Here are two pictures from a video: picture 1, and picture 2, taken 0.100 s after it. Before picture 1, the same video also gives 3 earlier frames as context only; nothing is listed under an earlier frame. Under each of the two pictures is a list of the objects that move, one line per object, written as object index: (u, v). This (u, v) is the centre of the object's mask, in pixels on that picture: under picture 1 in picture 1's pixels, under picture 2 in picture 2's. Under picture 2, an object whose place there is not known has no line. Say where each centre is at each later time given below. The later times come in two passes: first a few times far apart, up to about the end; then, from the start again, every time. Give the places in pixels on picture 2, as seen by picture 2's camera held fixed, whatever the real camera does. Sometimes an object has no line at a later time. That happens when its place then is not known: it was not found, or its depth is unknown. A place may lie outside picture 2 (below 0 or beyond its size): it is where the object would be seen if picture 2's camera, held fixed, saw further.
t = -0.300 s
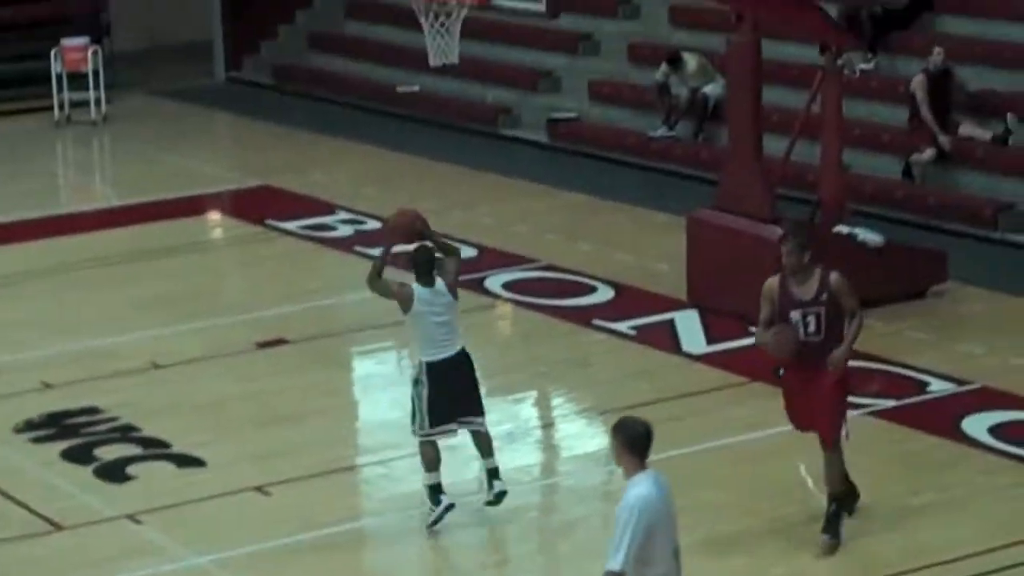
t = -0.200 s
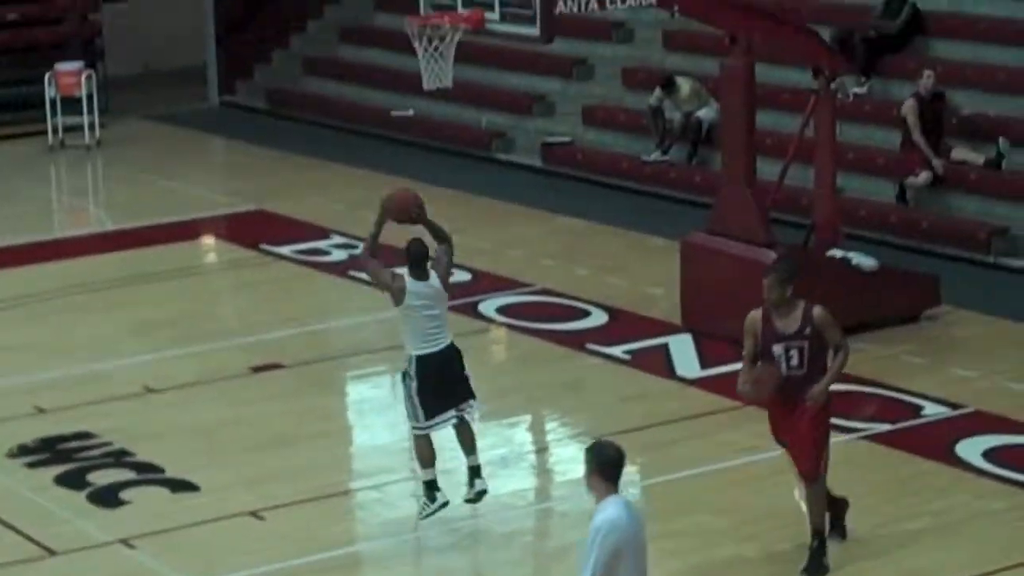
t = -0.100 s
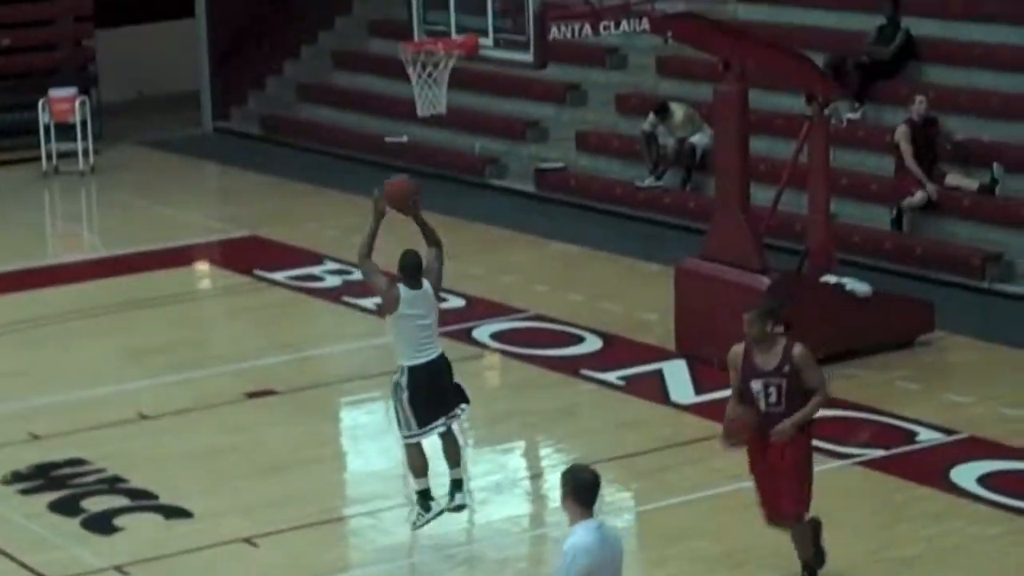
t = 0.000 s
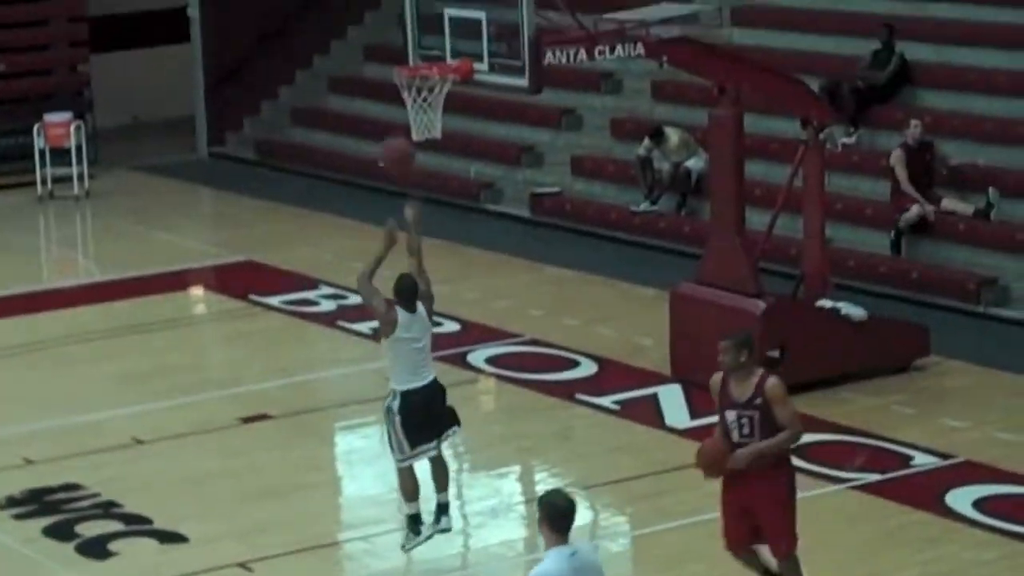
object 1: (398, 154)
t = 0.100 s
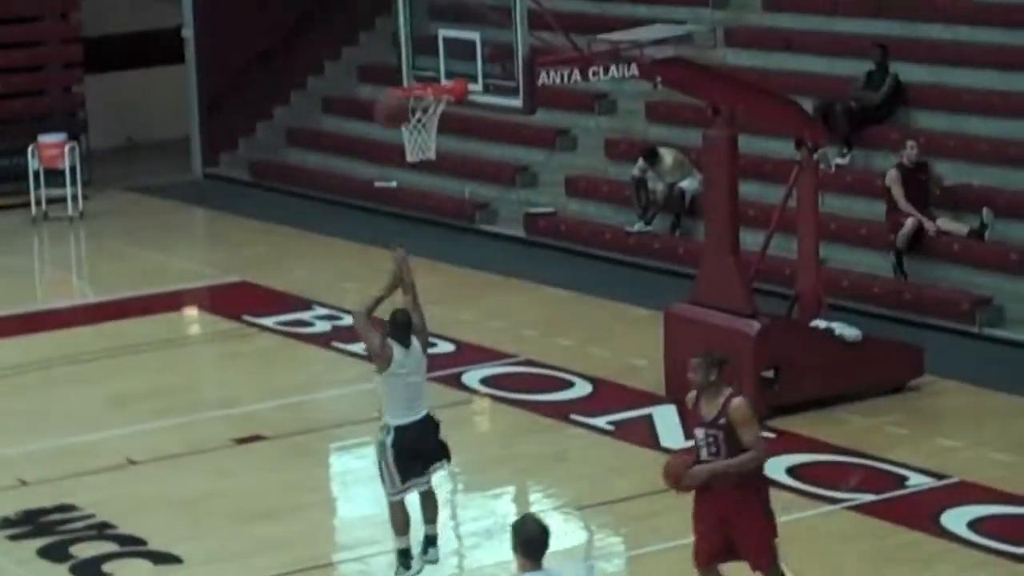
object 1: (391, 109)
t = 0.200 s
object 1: (393, 66)
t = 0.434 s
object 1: (394, 18)
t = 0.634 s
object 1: (403, 29)
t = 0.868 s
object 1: (418, 85)
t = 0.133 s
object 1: (391, 93)
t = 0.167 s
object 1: (393, 77)
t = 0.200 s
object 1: (393, 66)
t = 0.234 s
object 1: (393, 54)
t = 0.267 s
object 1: (393, 44)
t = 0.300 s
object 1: (395, 34)
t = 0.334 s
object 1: (394, 27)
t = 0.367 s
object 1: (393, 23)
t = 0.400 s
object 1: (393, 20)
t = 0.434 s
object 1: (394, 18)
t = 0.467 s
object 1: (394, 16)
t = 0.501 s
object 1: (396, 16)
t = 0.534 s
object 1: (399, 15)
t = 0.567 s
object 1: (401, 18)
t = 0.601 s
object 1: (402, 23)
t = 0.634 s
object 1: (403, 29)
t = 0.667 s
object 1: (406, 36)
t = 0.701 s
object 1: (407, 44)
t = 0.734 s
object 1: (410, 53)
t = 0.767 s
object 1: (412, 66)
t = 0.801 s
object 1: (413, 77)
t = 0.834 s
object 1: (417, 82)
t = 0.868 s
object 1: (418, 85)
